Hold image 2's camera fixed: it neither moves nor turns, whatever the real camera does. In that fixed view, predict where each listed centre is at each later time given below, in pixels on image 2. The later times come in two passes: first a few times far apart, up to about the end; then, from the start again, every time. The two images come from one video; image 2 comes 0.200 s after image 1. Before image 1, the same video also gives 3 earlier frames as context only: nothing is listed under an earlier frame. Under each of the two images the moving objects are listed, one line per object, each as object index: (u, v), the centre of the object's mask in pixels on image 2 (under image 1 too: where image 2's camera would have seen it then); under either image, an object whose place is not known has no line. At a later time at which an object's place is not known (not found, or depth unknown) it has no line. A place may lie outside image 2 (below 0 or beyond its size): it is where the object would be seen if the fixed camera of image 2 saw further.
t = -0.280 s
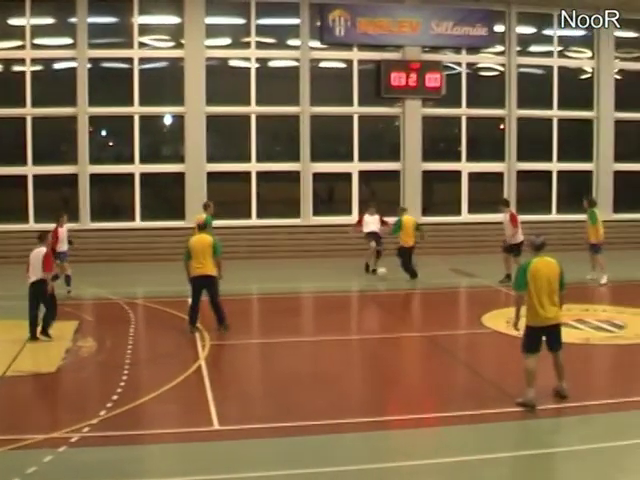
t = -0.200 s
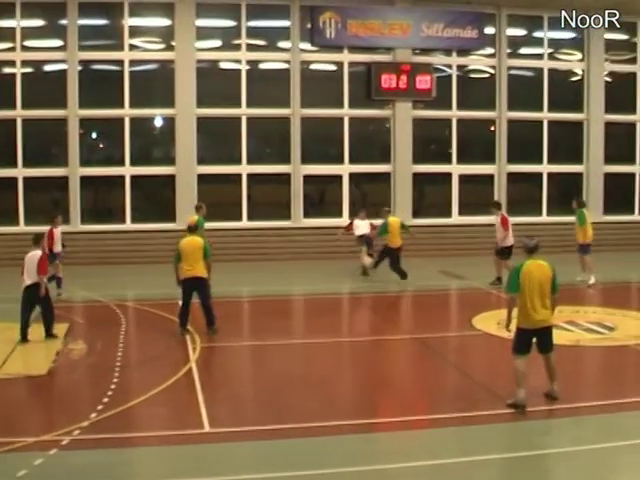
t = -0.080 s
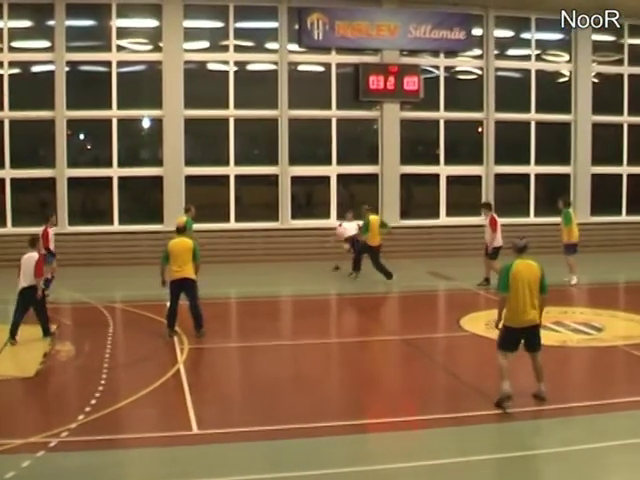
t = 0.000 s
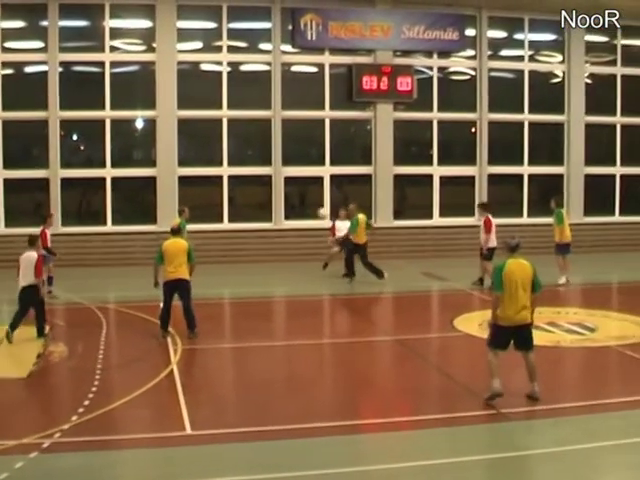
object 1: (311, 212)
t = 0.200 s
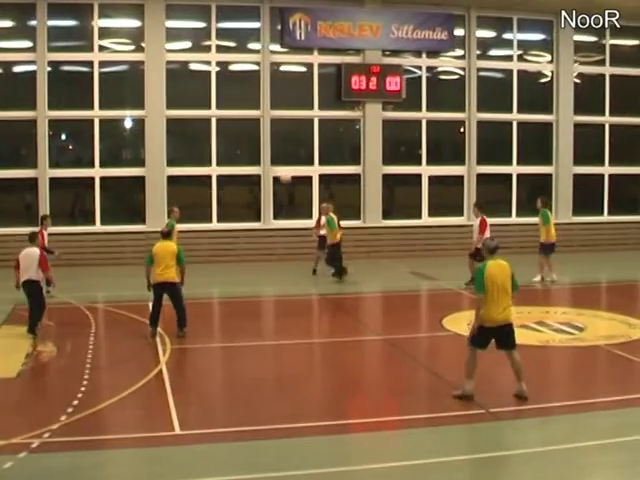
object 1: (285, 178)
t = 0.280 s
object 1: (274, 166)
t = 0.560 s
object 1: (232, 154)
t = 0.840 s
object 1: (187, 188)
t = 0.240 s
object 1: (279, 172)
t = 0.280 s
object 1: (274, 166)
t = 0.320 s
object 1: (269, 161)
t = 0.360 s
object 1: (262, 158)
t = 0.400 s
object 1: (255, 156)
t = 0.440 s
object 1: (250, 154)
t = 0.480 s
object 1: (244, 153)
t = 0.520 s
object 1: (238, 153)
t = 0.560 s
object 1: (232, 154)
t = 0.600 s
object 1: (226, 155)
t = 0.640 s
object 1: (220, 158)
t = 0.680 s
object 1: (213, 162)
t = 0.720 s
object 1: (206, 167)
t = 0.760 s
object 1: (200, 173)
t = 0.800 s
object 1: (193, 181)
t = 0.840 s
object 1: (187, 188)
